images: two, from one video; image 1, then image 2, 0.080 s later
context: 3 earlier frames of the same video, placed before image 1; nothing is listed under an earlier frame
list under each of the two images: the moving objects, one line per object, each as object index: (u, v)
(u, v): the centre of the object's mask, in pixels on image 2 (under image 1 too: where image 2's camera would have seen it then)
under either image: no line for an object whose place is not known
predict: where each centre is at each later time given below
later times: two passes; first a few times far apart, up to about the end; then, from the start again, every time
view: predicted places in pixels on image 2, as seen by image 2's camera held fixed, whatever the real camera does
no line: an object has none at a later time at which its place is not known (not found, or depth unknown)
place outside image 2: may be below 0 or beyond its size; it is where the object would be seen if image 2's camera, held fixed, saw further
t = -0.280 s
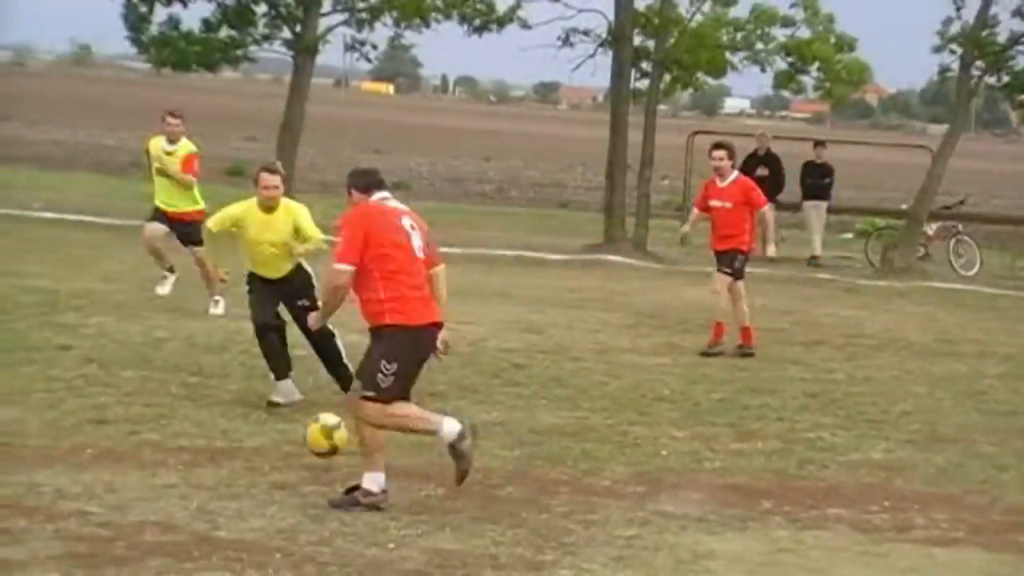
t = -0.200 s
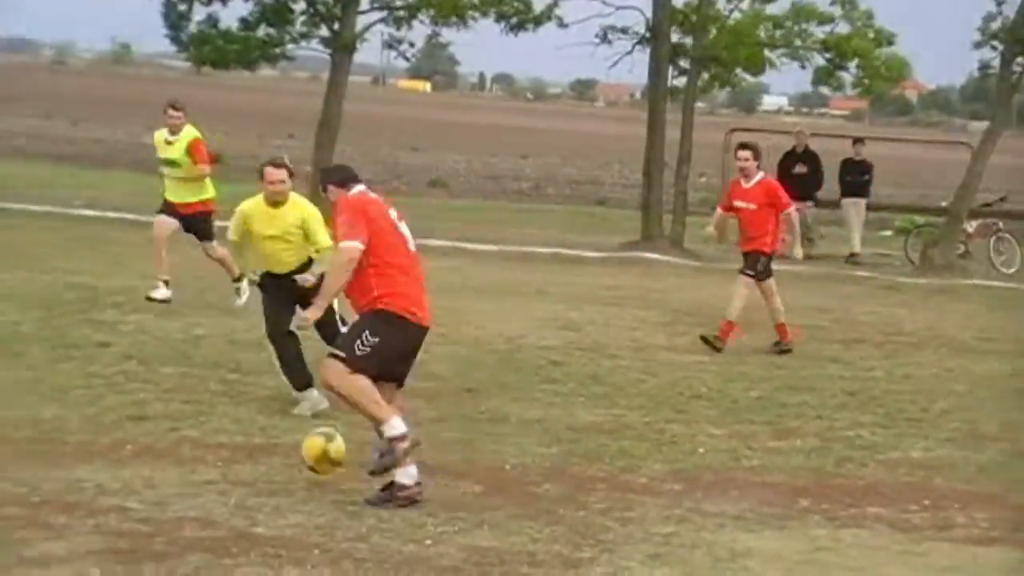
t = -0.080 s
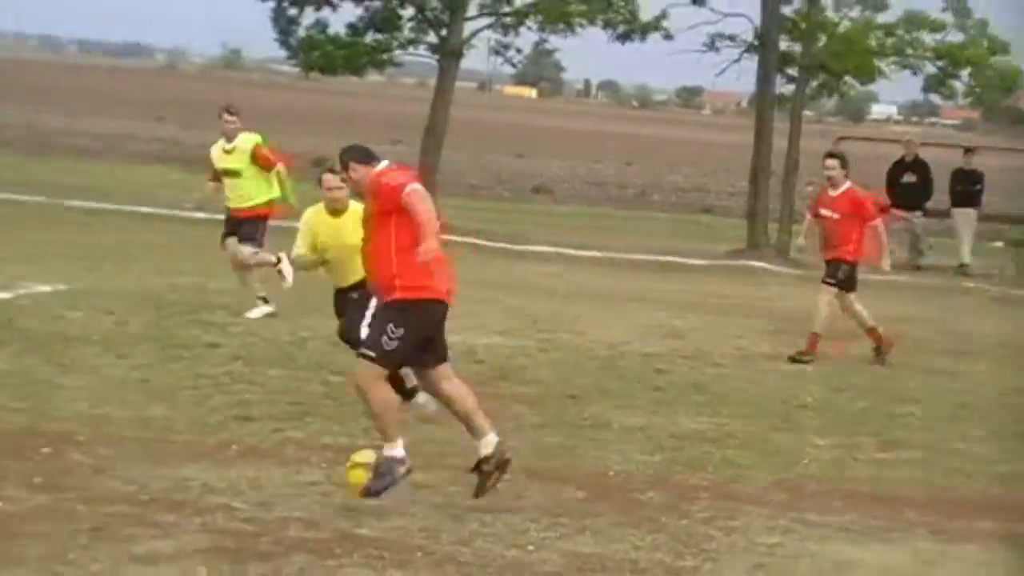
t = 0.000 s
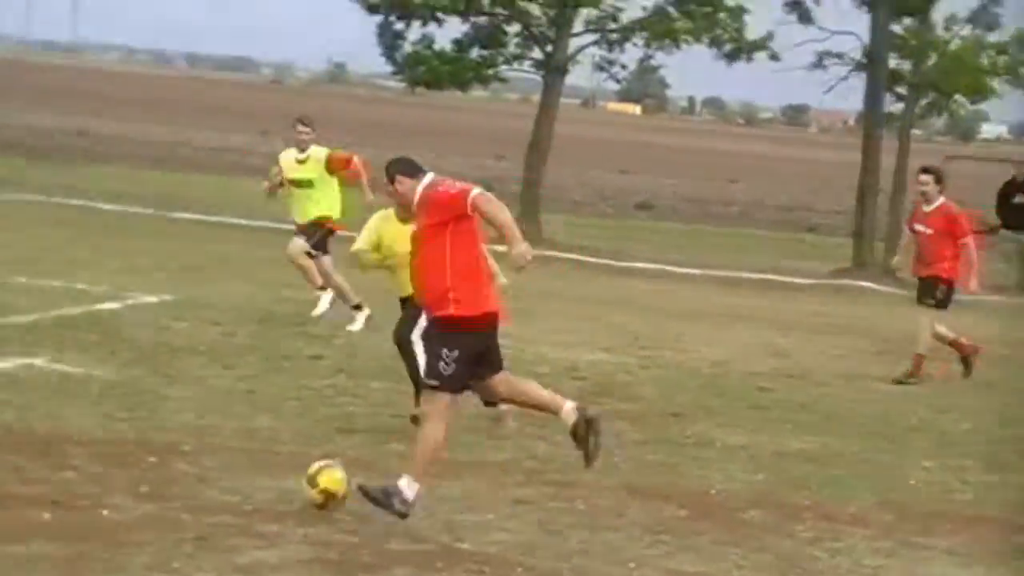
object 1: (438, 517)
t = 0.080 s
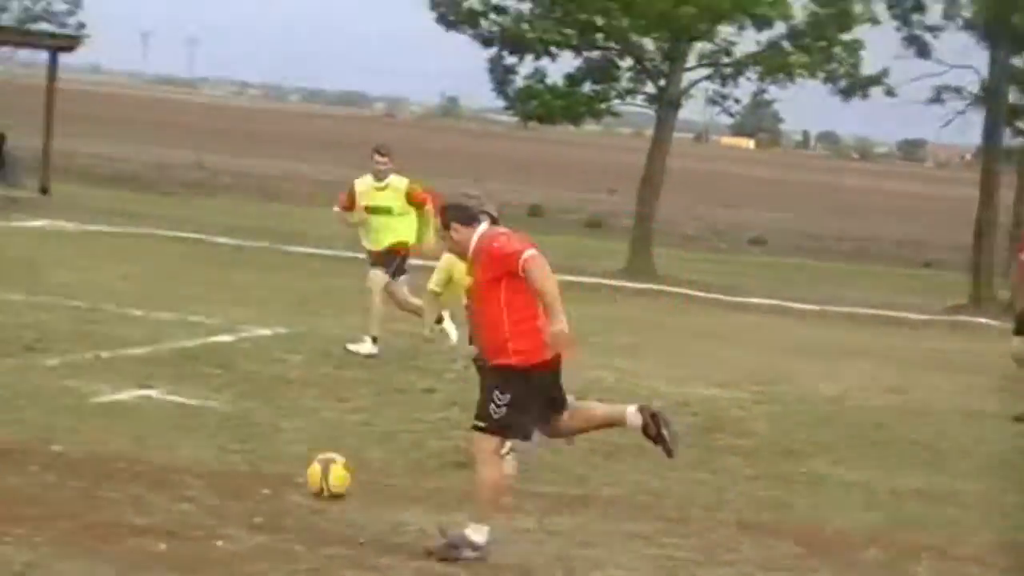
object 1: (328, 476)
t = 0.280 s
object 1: (57, 445)
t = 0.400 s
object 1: (-103, 467)
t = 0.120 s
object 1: (275, 462)
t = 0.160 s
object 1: (220, 452)
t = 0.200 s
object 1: (166, 445)
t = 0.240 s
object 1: (111, 443)
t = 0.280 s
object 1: (57, 445)
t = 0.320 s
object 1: (3, 449)
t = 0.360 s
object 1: (-52, 460)
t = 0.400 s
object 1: (-103, 467)
